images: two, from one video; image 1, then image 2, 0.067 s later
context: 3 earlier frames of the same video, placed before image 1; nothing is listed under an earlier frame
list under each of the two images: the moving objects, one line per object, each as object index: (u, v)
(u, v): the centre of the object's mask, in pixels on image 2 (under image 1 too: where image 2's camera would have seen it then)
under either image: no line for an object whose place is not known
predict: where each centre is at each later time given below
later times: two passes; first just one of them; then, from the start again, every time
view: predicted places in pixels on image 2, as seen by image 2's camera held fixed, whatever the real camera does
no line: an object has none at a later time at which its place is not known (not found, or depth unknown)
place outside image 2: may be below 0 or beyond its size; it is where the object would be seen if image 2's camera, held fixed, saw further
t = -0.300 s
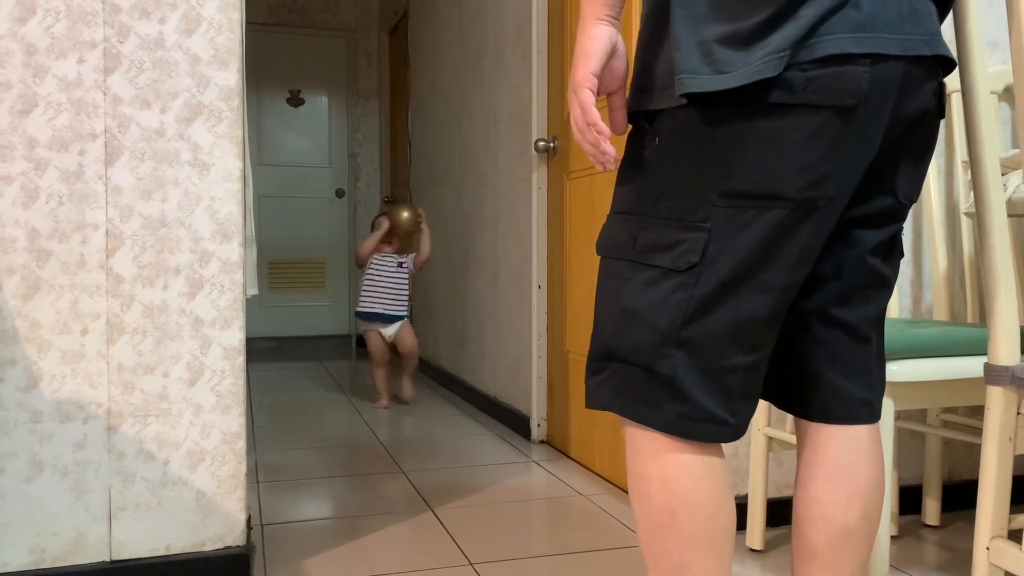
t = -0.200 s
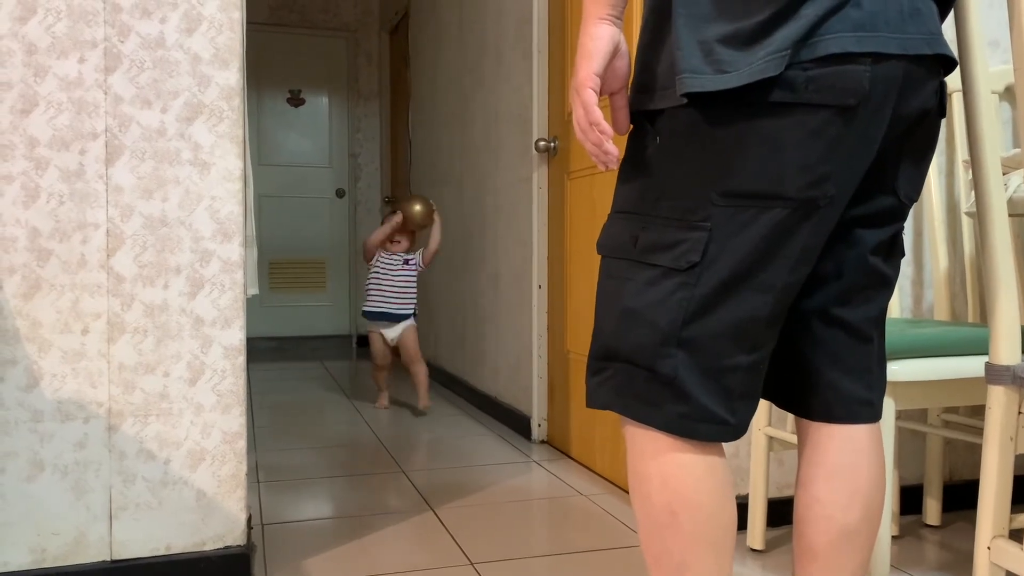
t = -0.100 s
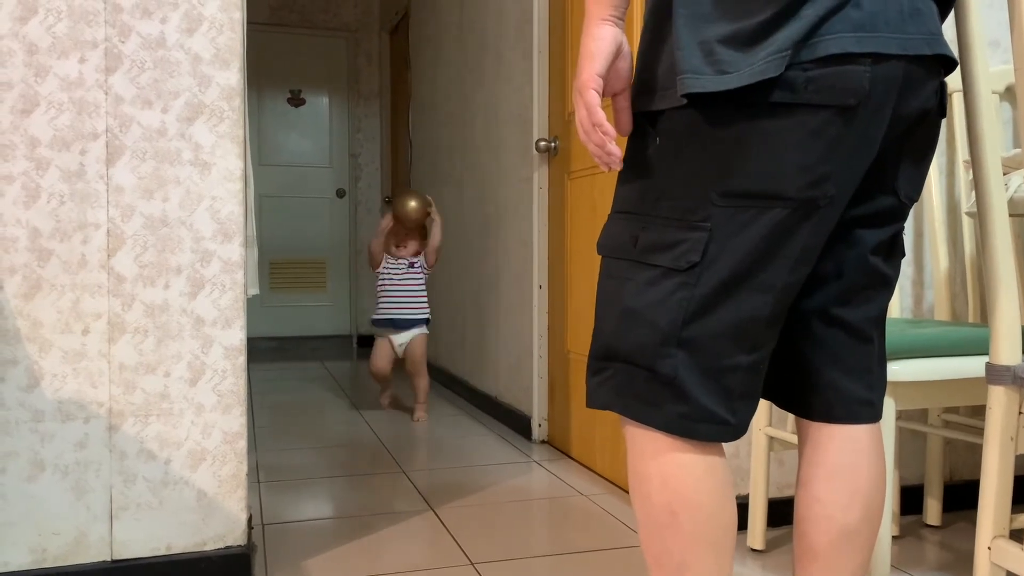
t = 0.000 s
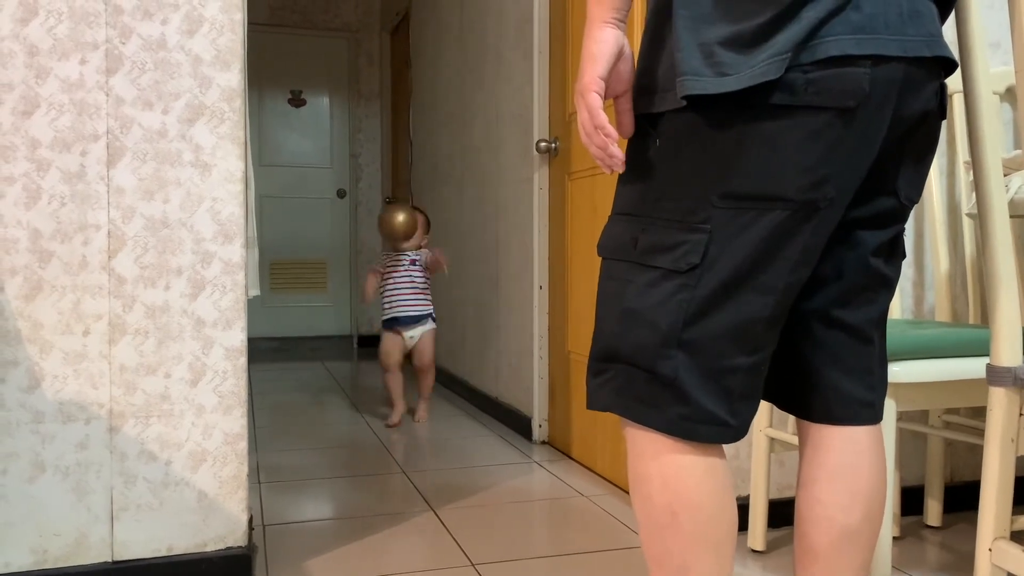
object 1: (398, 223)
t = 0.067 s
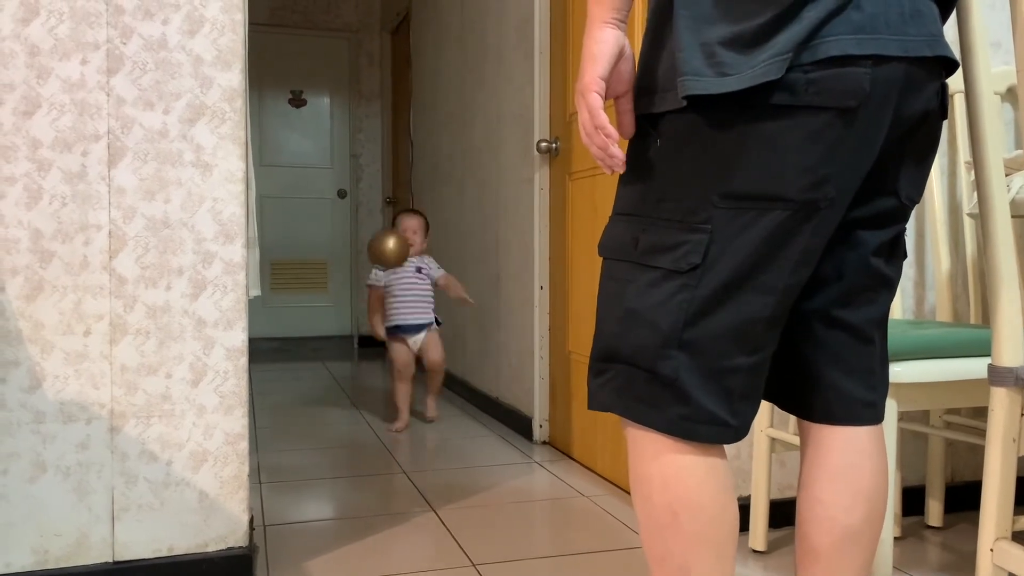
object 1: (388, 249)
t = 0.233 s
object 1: (360, 387)
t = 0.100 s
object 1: (383, 268)
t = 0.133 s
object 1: (378, 292)
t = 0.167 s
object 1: (371, 319)
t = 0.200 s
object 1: (367, 350)
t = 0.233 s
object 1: (360, 387)
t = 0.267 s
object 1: (353, 432)
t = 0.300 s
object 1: (346, 451)
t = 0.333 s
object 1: (341, 413)
